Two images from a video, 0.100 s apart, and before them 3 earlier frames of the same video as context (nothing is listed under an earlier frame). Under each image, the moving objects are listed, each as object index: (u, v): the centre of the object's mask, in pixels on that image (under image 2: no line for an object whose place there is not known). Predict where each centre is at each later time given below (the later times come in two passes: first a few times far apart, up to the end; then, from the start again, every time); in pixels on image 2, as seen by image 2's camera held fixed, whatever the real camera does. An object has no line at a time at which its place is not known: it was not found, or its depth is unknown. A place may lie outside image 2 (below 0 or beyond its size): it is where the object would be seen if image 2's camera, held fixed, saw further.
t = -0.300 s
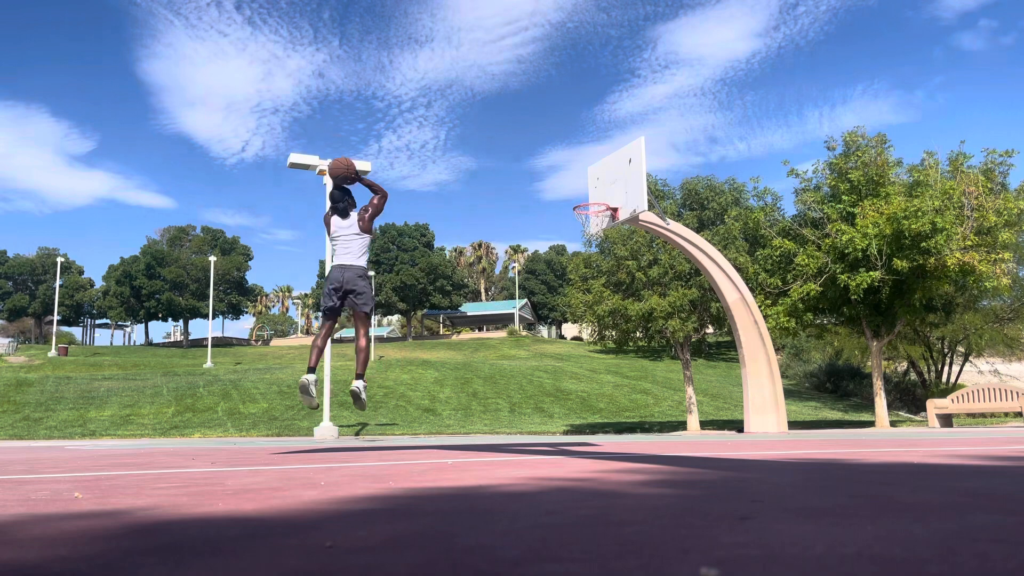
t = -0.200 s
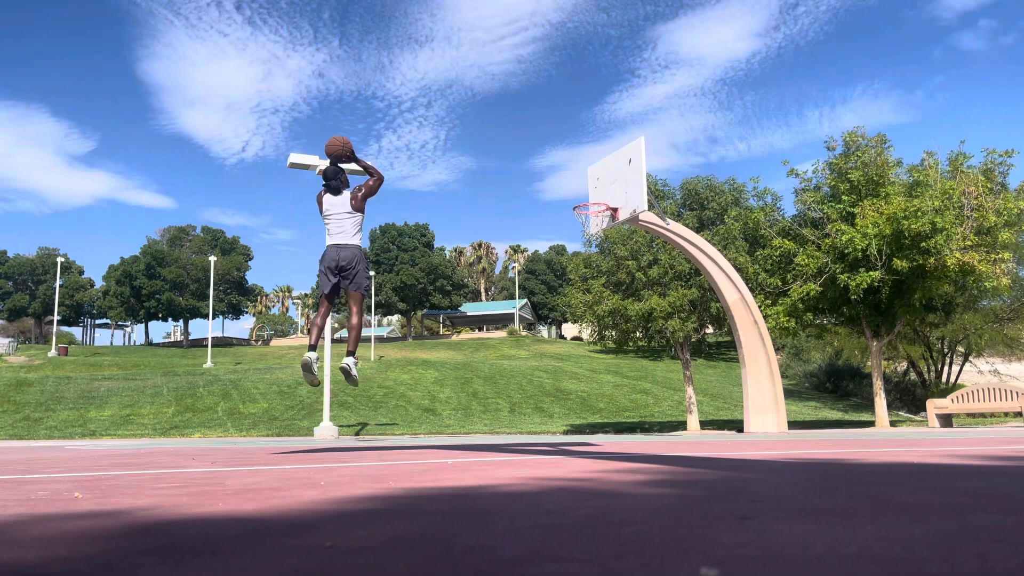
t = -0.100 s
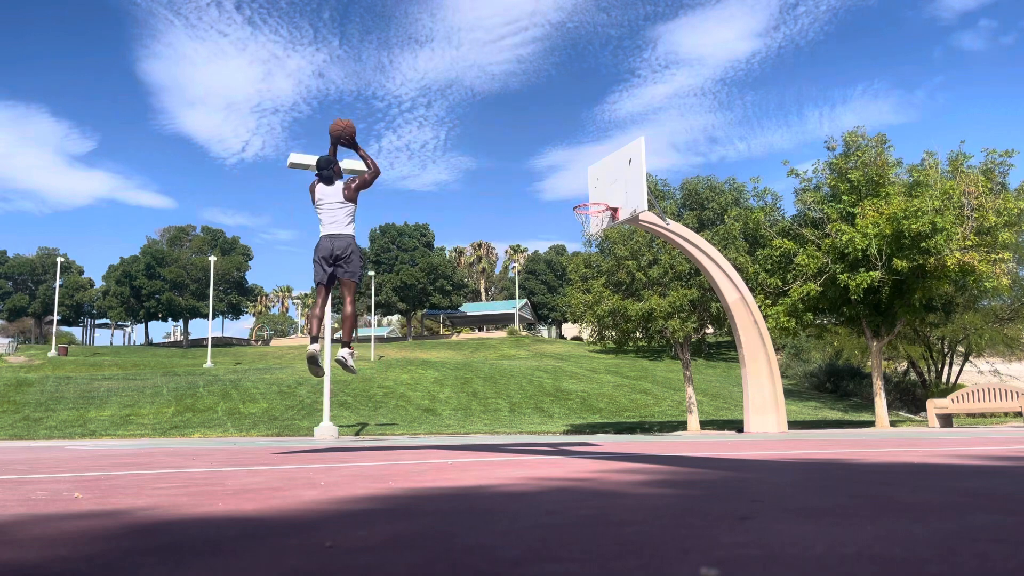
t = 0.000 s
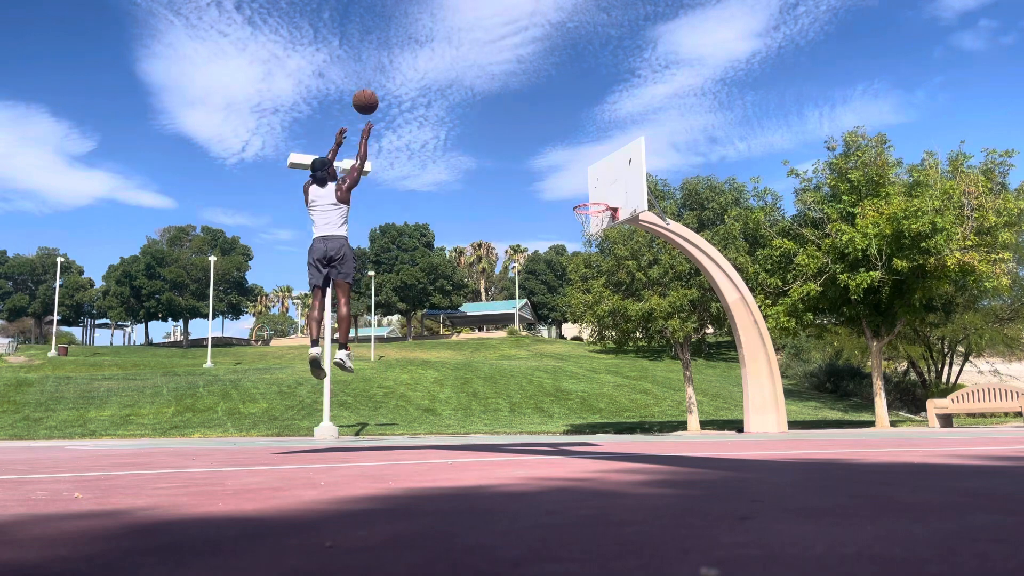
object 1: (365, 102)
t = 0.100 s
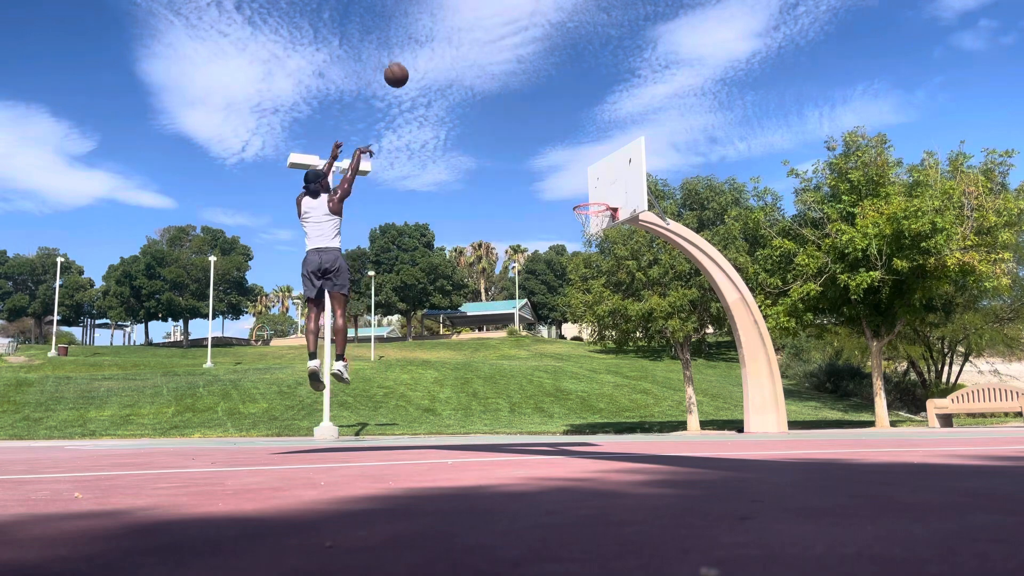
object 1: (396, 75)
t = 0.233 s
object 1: (433, 57)
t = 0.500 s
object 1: (495, 70)
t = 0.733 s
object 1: (541, 121)
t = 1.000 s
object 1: (570, 189)
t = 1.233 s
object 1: (521, 151)
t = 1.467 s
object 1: (467, 153)
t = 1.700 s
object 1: (407, 201)
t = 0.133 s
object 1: (406, 69)
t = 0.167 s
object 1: (415, 64)
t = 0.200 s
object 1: (424, 60)
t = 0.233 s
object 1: (433, 57)
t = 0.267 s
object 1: (442, 56)
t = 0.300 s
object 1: (450, 55)
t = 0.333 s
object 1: (458, 55)
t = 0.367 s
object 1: (466, 56)
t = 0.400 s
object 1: (474, 58)
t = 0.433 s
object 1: (481, 61)
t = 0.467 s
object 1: (488, 65)
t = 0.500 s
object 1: (495, 70)
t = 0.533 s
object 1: (502, 75)
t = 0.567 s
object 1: (509, 81)
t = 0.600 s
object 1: (516, 88)
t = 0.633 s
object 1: (523, 95)
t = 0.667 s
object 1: (529, 103)
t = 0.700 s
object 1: (535, 112)
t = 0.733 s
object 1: (541, 121)
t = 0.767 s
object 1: (547, 131)
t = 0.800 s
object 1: (553, 142)
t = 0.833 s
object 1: (559, 154)
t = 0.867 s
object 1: (564, 165)
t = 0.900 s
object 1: (570, 178)
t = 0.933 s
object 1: (575, 191)
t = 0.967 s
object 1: (577, 197)
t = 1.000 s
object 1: (570, 189)
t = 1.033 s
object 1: (563, 181)
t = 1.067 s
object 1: (556, 175)
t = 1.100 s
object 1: (550, 169)
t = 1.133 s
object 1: (543, 163)
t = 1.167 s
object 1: (535, 158)
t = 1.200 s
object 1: (528, 155)
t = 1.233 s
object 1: (521, 151)
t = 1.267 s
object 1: (513, 149)
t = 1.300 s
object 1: (506, 147)
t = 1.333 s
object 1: (498, 147)
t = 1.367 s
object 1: (490, 147)
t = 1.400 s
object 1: (483, 148)
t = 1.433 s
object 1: (475, 150)
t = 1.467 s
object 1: (467, 153)
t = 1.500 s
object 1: (458, 157)
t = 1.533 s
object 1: (450, 161)
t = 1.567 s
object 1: (442, 167)
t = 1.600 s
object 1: (433, 174)
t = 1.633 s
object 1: (424, 182)
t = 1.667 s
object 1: (416, 191)
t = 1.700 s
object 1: (407, 201)
